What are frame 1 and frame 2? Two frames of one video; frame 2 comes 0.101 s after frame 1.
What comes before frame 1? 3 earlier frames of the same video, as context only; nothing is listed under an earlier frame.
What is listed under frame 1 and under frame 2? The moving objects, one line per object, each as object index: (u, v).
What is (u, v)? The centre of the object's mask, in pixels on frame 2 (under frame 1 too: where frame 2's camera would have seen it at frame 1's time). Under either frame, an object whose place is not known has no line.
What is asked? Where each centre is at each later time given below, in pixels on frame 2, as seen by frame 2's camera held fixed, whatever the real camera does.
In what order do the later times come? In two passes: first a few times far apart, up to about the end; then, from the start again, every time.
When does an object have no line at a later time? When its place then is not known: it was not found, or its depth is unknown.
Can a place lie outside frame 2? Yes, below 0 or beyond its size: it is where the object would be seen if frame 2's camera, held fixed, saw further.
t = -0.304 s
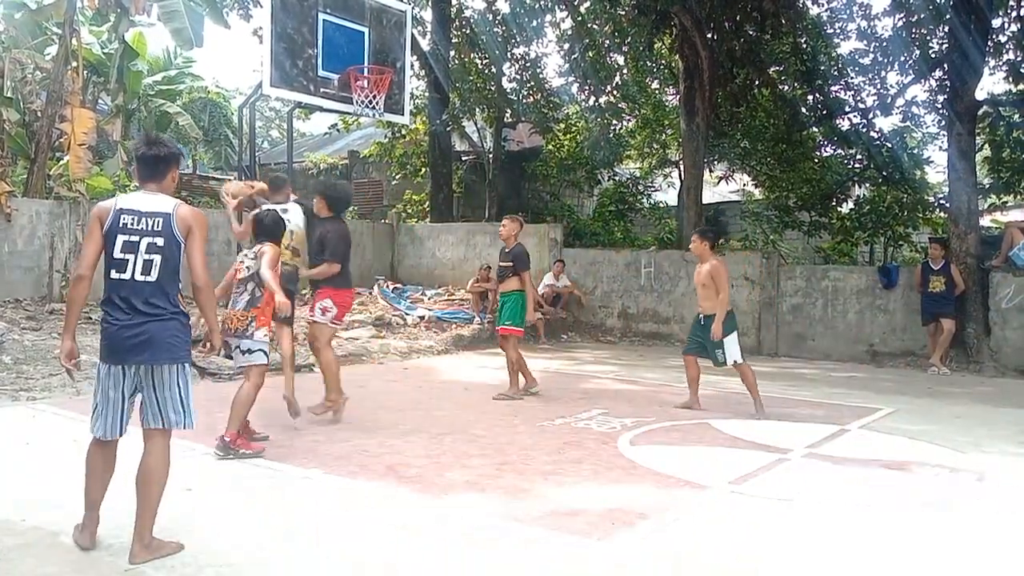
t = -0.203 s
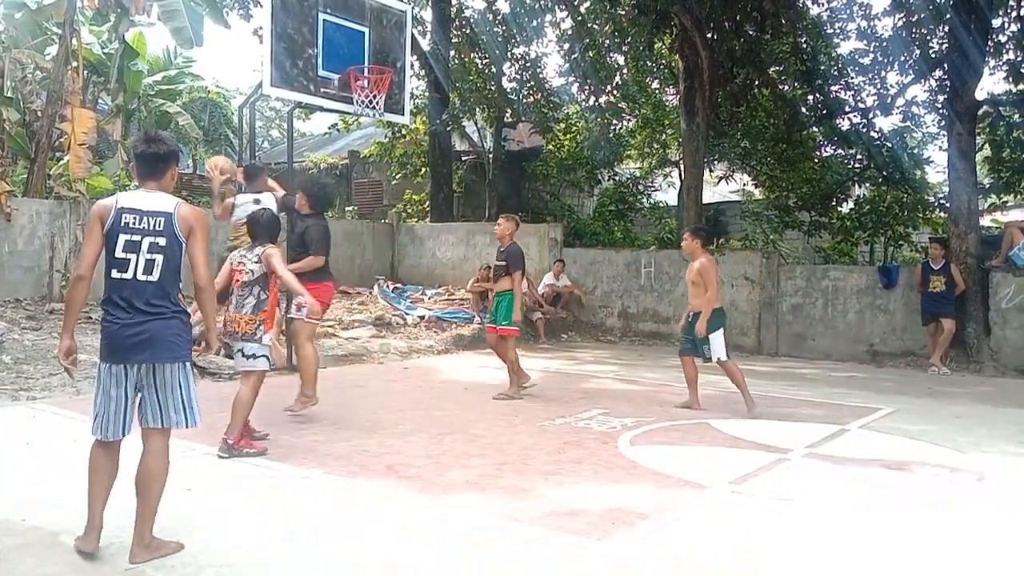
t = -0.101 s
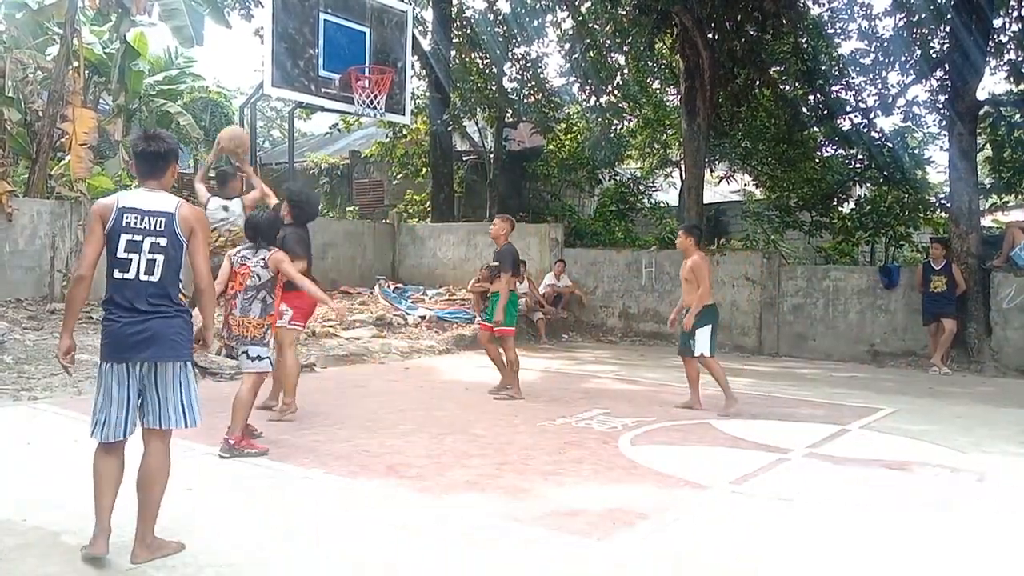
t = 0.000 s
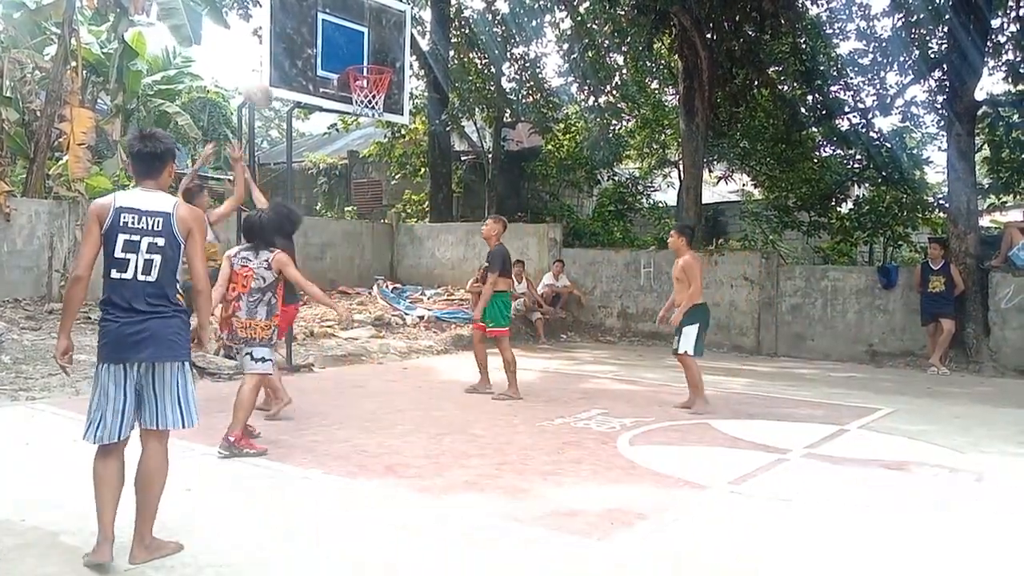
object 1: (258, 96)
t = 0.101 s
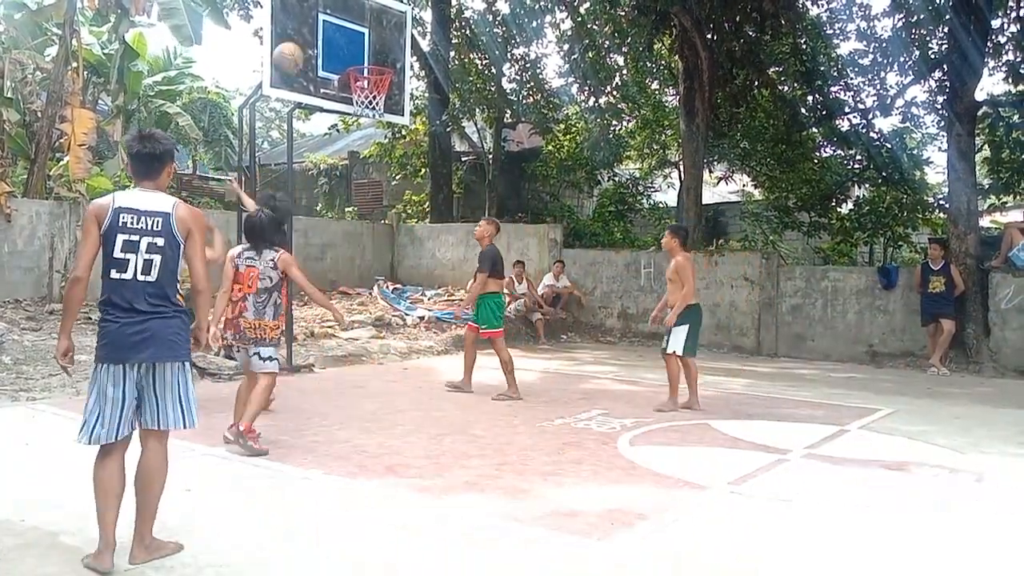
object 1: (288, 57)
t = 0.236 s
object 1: (324, 26)
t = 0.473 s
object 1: (386, 25)
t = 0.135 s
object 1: (297, 47)
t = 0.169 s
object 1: (306, 38)
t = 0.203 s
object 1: (316, 32)
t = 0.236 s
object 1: (324, 26)
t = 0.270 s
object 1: (334, 21)
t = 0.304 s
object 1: (343, 18)
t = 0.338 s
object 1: (351, 17)
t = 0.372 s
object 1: (361, 17)
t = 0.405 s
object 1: (369, 18)
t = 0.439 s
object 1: (378, 21)
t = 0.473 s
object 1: (386, 25)
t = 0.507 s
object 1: (394, 28)
